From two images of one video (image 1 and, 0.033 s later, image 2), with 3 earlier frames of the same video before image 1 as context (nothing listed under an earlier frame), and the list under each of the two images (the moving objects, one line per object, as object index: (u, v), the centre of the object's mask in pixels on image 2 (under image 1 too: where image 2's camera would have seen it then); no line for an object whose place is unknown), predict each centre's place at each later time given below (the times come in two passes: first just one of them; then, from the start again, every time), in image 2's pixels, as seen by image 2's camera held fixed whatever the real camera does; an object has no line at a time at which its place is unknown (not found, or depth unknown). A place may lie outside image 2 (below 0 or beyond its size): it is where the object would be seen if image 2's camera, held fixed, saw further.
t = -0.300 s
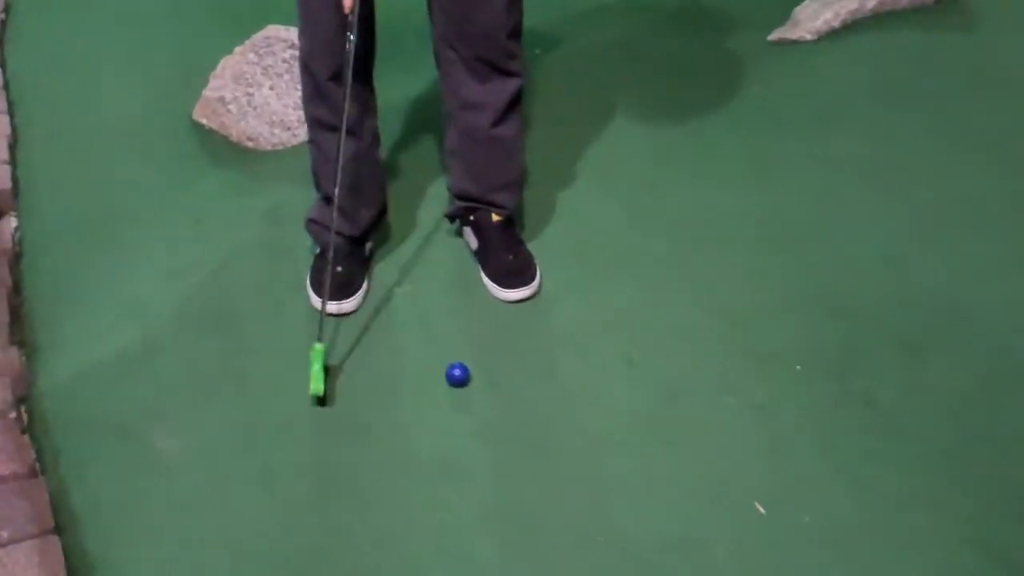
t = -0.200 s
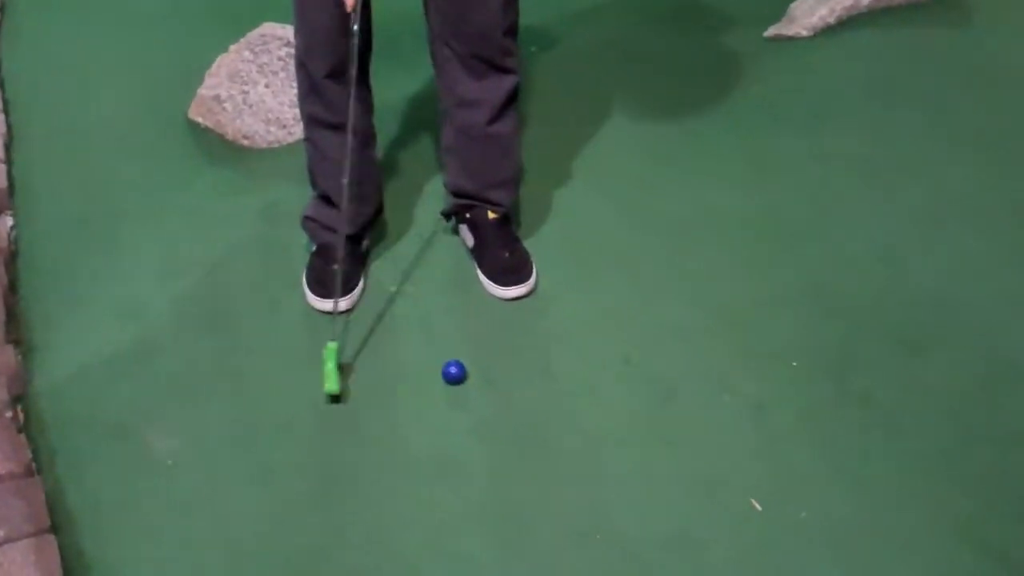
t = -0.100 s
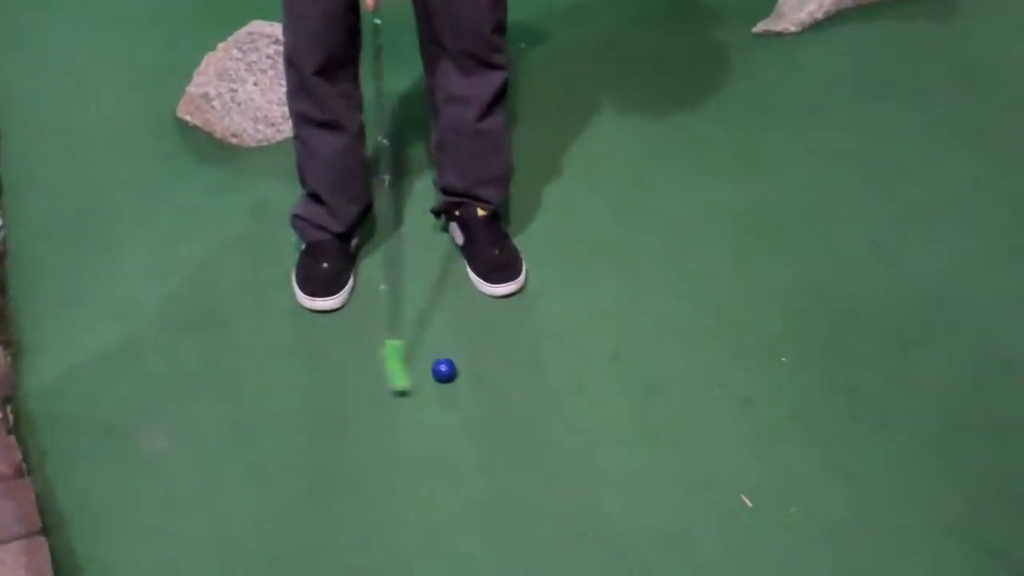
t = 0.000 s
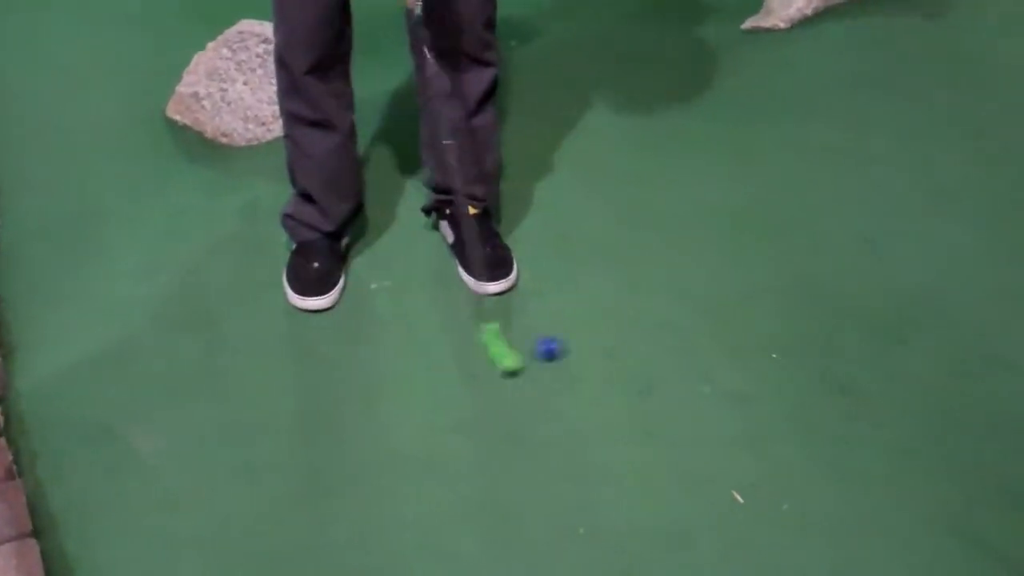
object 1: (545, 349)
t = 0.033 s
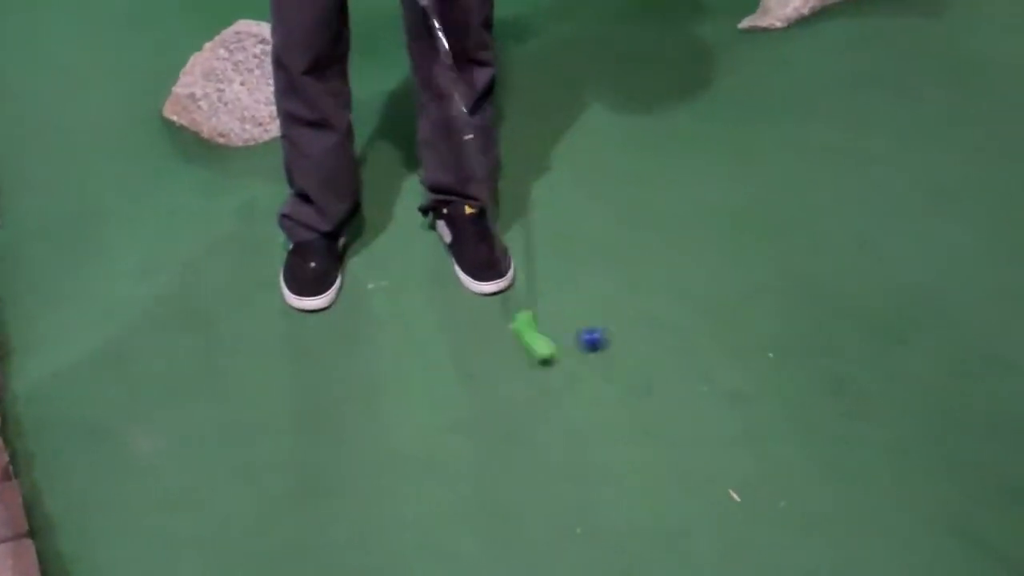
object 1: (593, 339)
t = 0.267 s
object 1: (838, 270)
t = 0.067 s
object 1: (635, 333)
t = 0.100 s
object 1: (676, 324)
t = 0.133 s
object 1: (714, 317)
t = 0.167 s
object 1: (749, 308)
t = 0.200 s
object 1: (780, 295)
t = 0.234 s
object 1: (809, 282)
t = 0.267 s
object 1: (838, 270)
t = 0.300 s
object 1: (863, 259)
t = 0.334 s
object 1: (886, 248)
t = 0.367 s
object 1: (911, 242)
